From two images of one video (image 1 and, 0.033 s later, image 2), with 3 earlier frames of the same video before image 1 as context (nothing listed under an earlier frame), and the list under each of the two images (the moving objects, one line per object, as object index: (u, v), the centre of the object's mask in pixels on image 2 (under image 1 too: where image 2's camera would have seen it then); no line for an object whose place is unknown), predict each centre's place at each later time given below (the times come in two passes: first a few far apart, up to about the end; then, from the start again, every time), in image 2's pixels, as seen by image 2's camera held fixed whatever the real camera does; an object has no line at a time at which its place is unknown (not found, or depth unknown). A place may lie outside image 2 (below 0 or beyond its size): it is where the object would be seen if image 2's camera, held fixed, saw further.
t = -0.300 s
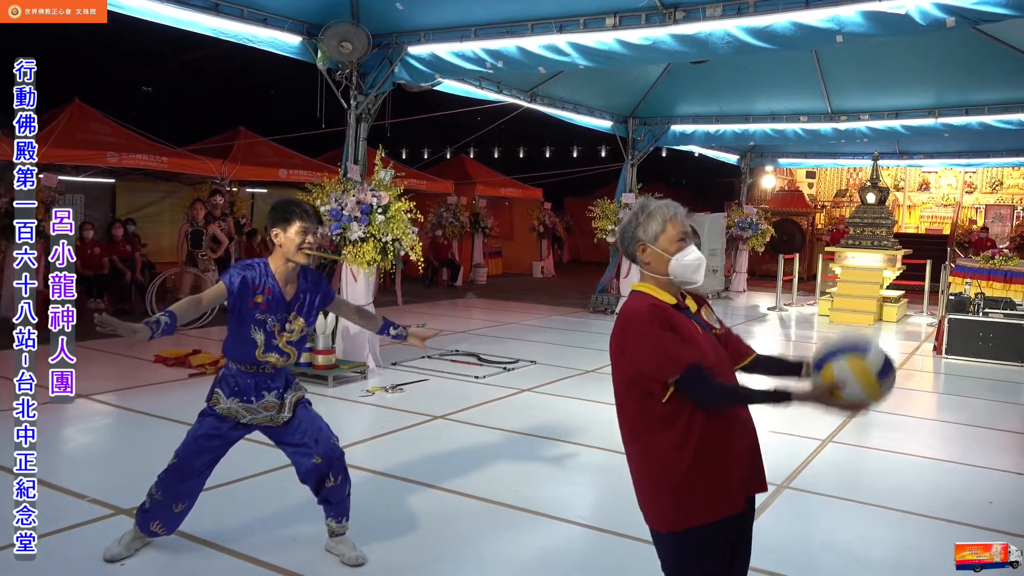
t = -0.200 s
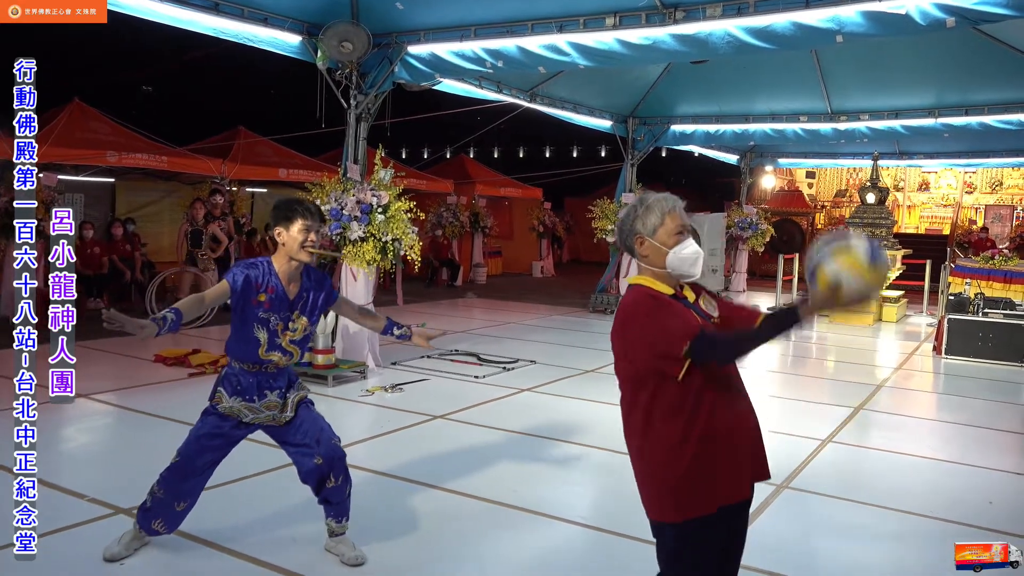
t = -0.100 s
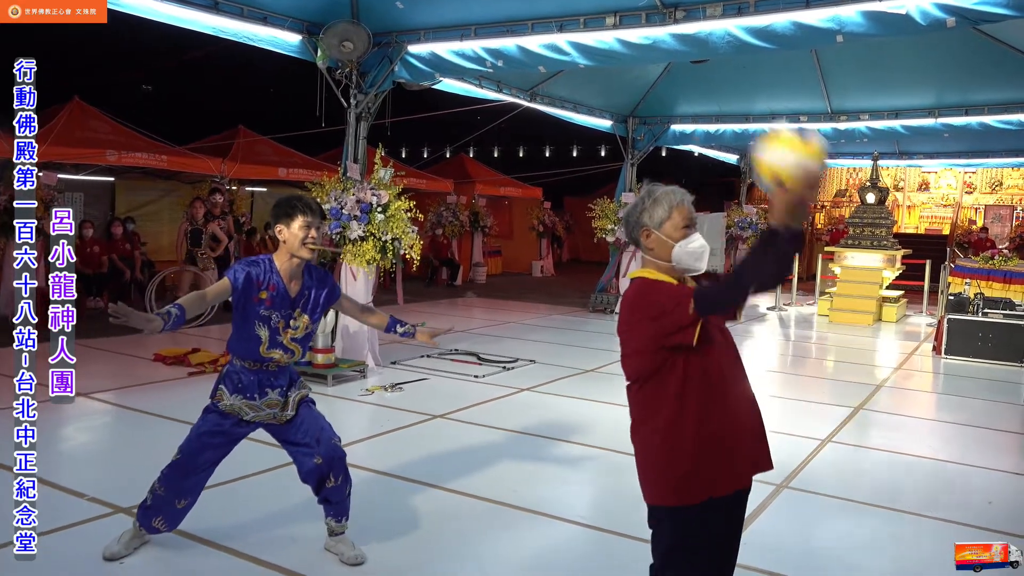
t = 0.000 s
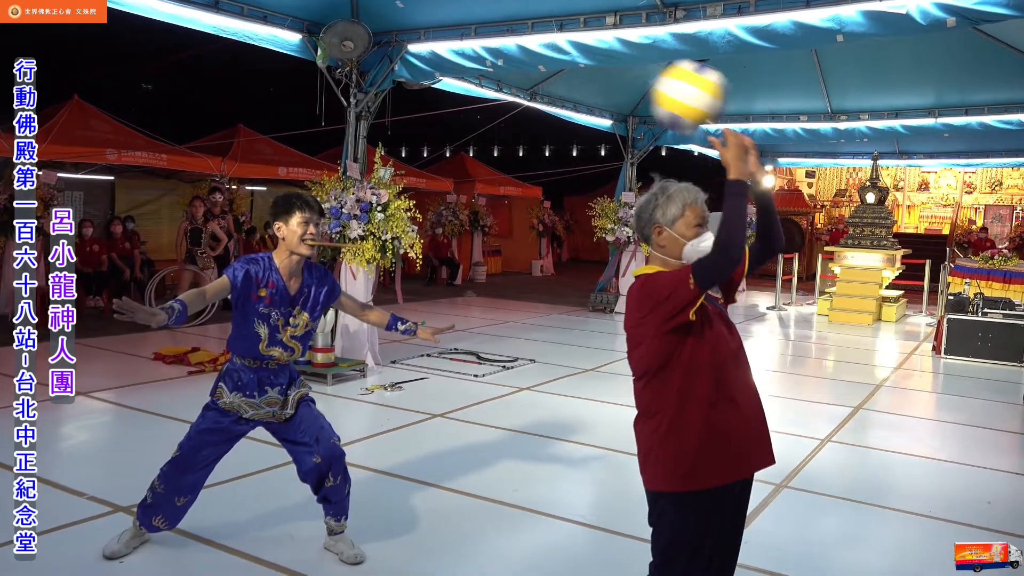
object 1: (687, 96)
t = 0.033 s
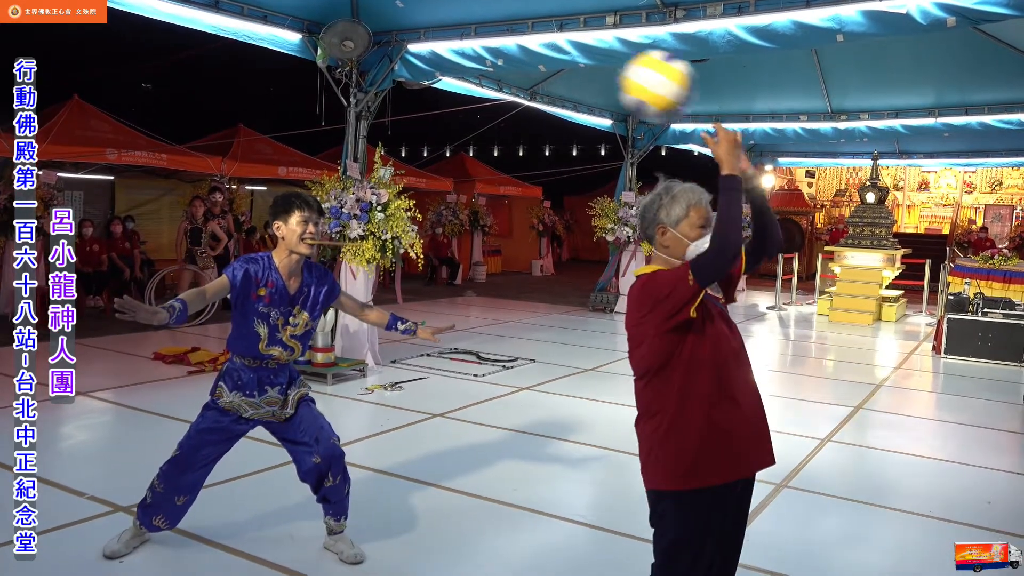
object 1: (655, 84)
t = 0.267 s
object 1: (461, 114)
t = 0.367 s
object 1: (395, 164)
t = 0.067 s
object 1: (626, 79)
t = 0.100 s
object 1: (595, 75)
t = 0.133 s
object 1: (566, 76)
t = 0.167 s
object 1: (538, 81)
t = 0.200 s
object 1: (512, 89)
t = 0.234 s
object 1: (487, 100)
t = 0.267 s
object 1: (461, 114)
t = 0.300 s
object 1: (439, 127)
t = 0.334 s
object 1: (417, 145)
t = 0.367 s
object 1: (395, 164)
